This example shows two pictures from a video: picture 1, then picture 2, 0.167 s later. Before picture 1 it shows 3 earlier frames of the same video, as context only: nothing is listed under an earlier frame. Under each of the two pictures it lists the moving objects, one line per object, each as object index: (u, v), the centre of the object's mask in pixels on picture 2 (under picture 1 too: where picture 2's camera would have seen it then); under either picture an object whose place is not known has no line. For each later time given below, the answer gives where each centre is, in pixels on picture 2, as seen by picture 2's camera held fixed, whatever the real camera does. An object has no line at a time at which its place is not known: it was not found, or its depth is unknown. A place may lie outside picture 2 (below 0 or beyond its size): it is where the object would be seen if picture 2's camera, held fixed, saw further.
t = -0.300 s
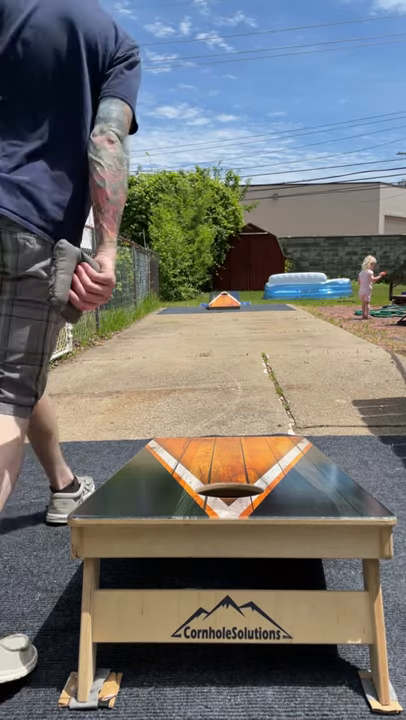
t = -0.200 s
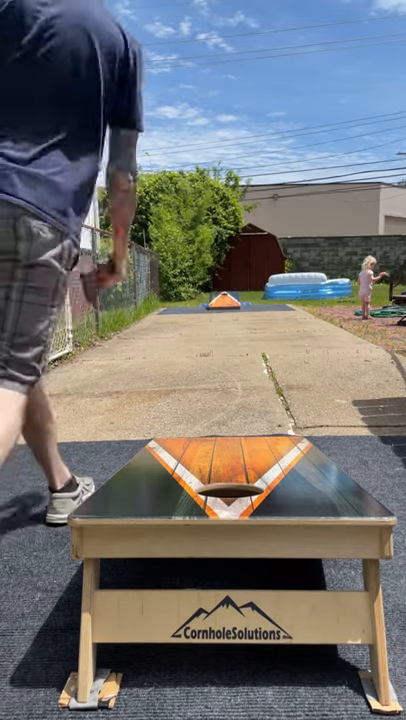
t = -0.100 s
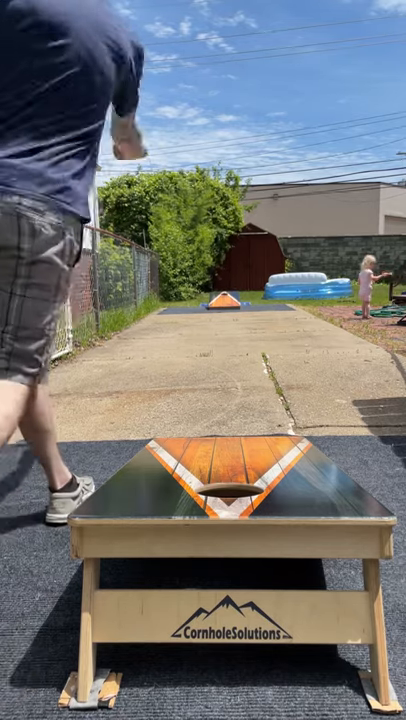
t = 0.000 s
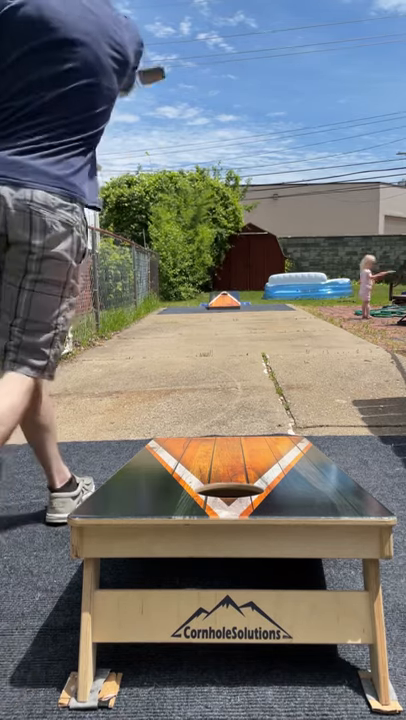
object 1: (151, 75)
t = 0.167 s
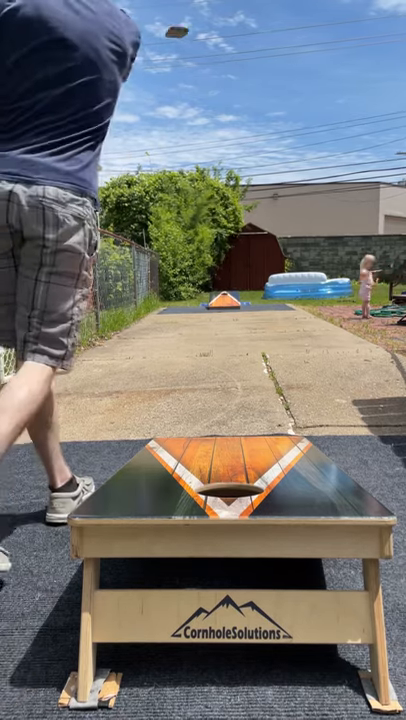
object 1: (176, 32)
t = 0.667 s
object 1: (211, 124)
